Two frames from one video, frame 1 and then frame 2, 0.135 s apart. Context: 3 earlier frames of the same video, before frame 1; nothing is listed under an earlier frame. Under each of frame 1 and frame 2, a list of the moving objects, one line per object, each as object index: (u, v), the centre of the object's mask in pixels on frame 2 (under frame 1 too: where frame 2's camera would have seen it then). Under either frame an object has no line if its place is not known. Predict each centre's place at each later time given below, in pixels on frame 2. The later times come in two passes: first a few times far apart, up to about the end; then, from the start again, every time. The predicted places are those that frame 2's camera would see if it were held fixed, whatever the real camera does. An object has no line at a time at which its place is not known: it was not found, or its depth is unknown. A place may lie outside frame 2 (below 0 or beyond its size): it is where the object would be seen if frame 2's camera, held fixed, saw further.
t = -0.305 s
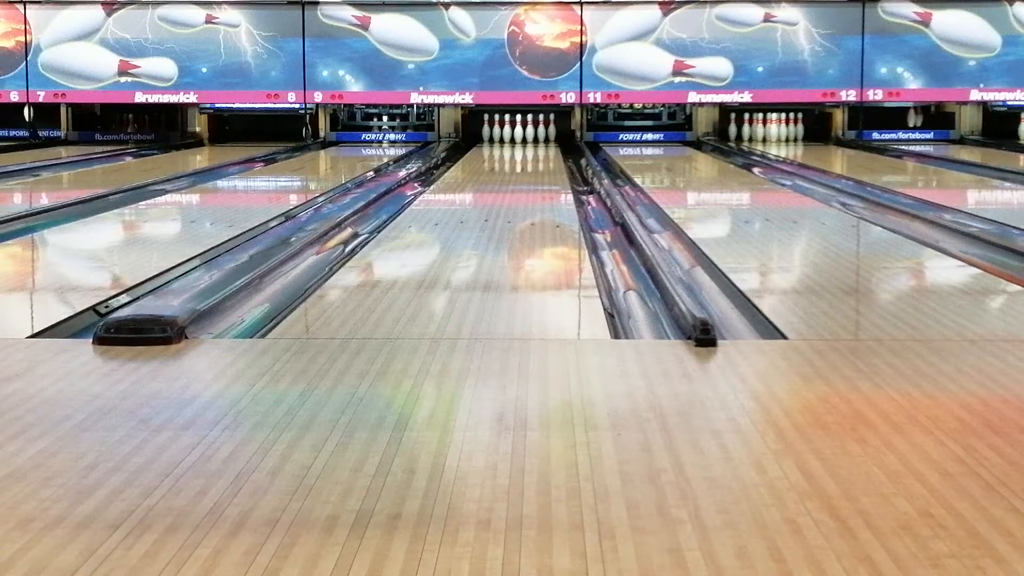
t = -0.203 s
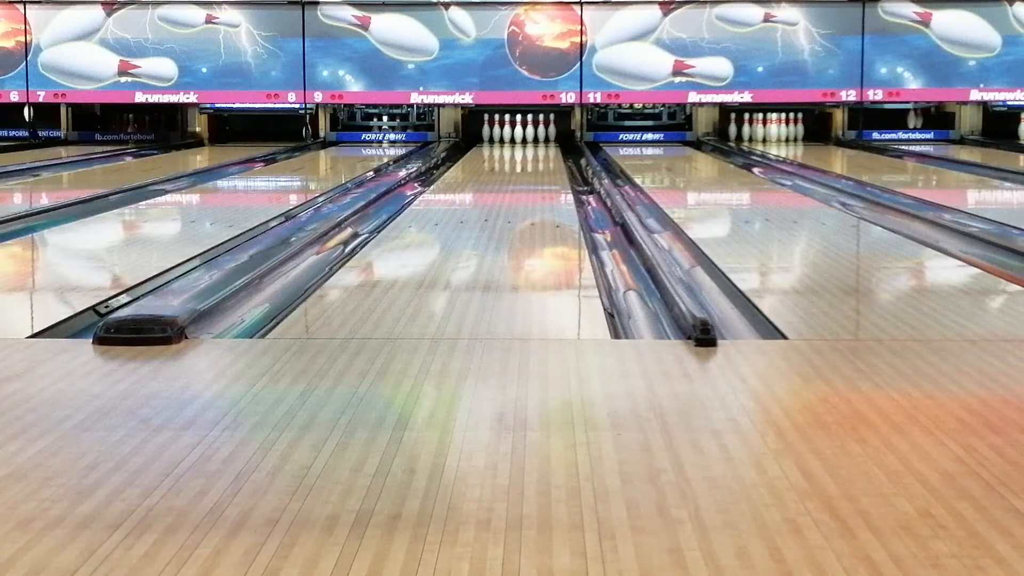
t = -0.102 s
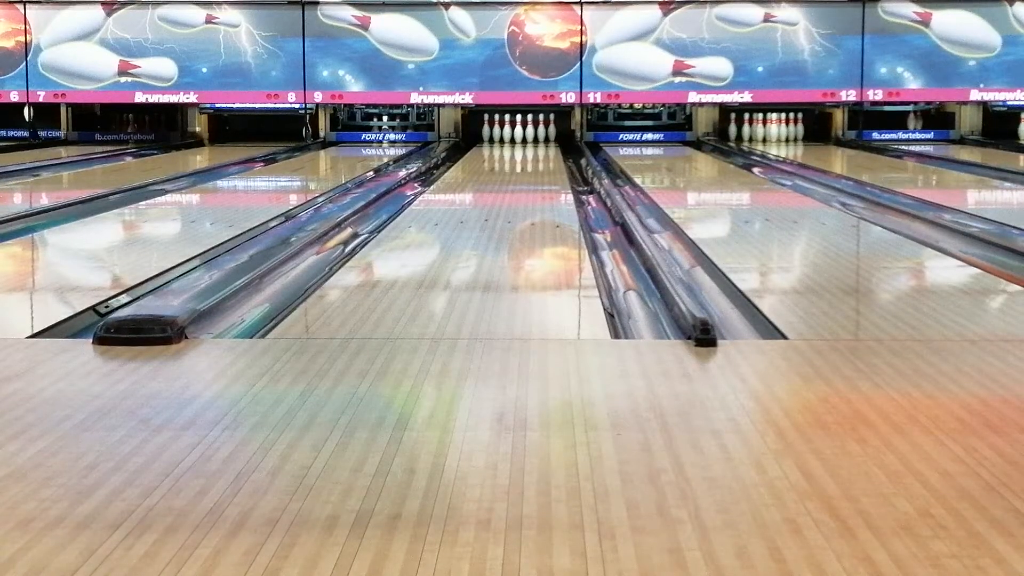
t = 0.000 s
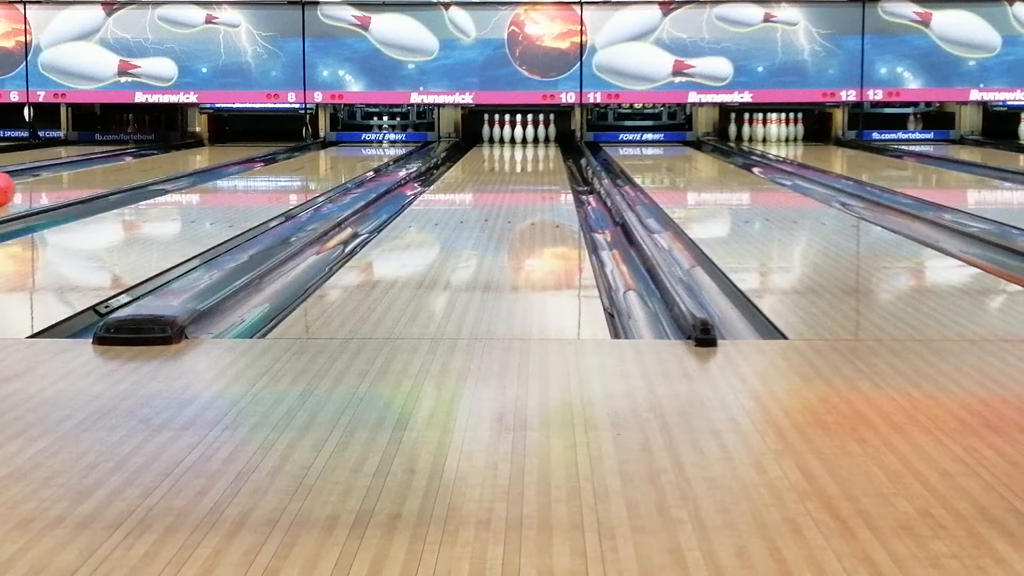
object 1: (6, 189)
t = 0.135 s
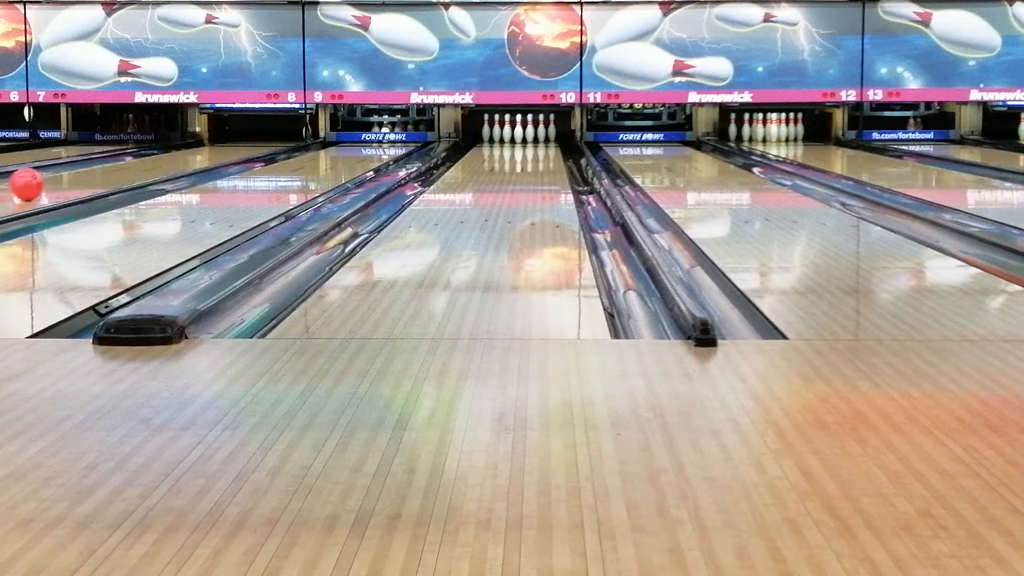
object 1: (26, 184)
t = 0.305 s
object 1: (59, 178)
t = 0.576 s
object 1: (102, 172)
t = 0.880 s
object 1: (141, 165)
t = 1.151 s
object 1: (170, 160)
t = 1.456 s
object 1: (194, 155)
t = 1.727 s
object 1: (211, 152)
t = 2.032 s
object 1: (227, 149)
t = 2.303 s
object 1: (239, 147)
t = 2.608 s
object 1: (251, 144)
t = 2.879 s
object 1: (262, 142)
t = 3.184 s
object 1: (273, 140)
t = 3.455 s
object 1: (283, 138)
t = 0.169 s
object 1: (34, 183)
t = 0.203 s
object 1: (40, 182)
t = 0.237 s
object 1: (47, 181)
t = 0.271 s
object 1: (53, 179)
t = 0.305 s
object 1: (59, 178)
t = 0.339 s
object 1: (65, 178)
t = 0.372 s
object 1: (71, 177)
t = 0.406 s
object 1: (77, 176)
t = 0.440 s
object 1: (82, 175)
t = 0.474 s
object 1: (87, 174)
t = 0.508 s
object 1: (93, 173)
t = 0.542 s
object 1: (97, 172)
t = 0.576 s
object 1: (102, 172)
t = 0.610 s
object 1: (107, 171)
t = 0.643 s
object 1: (112, 170)
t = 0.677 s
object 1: (117, 169)
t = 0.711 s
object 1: (121, 168)
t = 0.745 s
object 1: (125, 168)
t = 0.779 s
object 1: (130, 167)
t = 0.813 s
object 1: (134, 166)
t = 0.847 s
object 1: (138, 166)
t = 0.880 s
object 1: (141, 165)
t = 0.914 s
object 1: (145, 164)
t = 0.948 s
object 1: (149, 164)
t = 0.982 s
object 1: (153, 163)
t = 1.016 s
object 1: (156, 162)
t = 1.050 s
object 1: (160, 162)
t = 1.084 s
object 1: (163, 161)
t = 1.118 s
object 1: (166, 160)
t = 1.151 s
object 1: (170, 160)
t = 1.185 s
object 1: (172, 159)
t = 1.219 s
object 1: (175, 159)
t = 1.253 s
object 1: (178, 158)
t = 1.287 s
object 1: (181, 158)
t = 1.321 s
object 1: (184, 157)
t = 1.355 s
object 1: (186, 157)
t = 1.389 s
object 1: (189, 156)
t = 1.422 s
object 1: (191, 156)
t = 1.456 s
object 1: (194, 155)
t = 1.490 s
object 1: (197, 155)
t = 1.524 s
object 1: (199, 154)
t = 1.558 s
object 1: (201, 154)
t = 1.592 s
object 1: (203, 153)
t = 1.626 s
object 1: (206, 153)
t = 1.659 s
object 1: (207, 153)
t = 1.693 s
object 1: (210, 152)
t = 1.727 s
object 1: (211, 152)
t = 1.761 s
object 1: (213, 152)
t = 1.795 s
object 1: (215, 151)
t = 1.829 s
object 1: (217, 151)
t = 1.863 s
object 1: (218, 151)
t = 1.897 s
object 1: (220, 150)
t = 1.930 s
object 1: (222, 150)
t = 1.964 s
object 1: (223, 150)
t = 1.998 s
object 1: (225, 149)
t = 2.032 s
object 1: (227, 149)
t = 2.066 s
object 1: (228, 148)
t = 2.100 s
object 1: (230, 148)
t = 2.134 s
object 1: (231, 148)
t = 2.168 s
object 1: (233, 148)
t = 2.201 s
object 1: (234, 147)
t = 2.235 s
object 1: (236, 147)
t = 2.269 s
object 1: (237, 147)
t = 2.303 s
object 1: (239, 147)
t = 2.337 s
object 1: (240, 146)
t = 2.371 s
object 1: (242, 146)
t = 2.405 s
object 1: (243, 145)
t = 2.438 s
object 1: (244, 145)
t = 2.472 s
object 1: (246, 145)
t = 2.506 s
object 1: (247, 145)
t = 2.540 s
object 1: (249, 144)
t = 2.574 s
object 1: (250, 144)
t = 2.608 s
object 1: (251, 144)
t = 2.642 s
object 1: (253, 144)
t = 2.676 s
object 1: (254, 143)
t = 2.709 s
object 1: (256, 143)
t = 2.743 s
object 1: (257, 143)
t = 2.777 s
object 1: (258, 142)
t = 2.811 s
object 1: (260, 142)
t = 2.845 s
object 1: (261, 142)
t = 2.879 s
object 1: (262, 142)
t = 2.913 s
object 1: (263, 141)
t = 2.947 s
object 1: (264, 141)
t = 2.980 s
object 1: (266, 141)
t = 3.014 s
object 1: (267, 141)
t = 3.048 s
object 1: (268, 141)
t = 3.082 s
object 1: (269, 140)
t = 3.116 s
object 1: (271, 140)
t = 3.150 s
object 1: (272, 140)
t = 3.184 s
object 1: (273, 140)
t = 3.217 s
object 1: (274, 139)
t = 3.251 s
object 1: (276, 139)
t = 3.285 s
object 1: (277, 139)
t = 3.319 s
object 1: (278, 138)
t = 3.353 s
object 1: (279, 138)
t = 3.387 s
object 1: (280, 138)
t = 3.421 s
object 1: (282, 138)
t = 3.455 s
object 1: (283, 138)
